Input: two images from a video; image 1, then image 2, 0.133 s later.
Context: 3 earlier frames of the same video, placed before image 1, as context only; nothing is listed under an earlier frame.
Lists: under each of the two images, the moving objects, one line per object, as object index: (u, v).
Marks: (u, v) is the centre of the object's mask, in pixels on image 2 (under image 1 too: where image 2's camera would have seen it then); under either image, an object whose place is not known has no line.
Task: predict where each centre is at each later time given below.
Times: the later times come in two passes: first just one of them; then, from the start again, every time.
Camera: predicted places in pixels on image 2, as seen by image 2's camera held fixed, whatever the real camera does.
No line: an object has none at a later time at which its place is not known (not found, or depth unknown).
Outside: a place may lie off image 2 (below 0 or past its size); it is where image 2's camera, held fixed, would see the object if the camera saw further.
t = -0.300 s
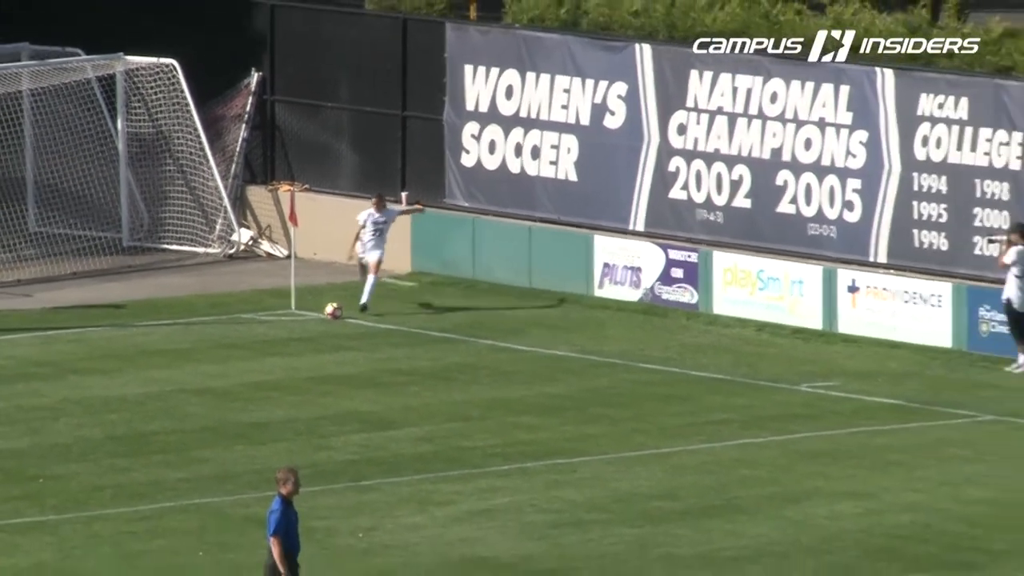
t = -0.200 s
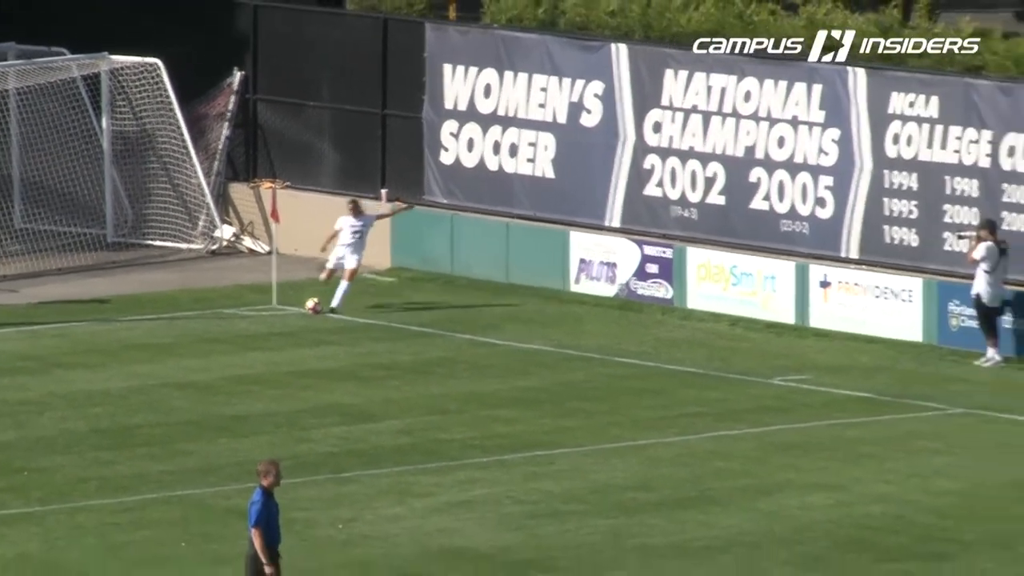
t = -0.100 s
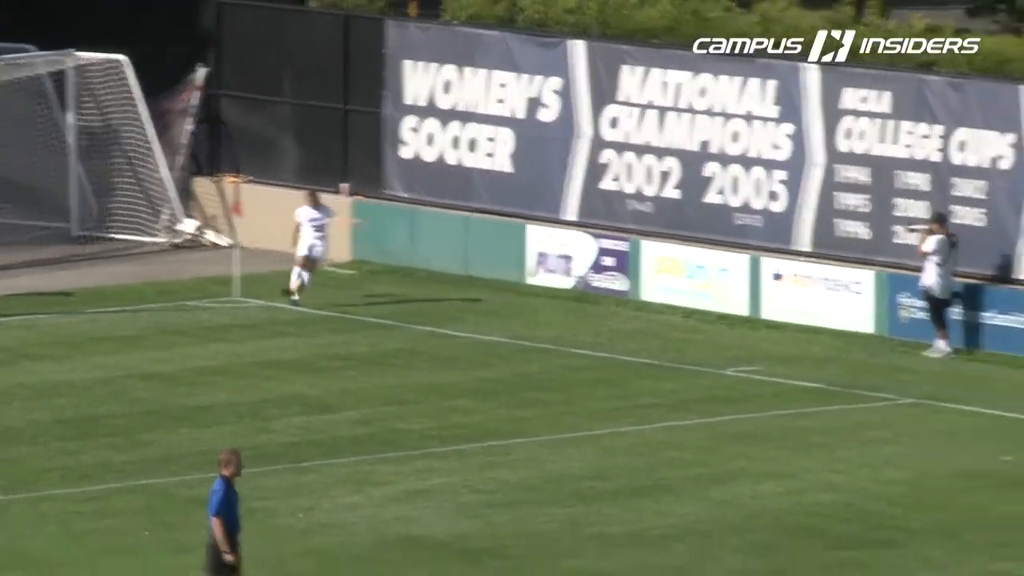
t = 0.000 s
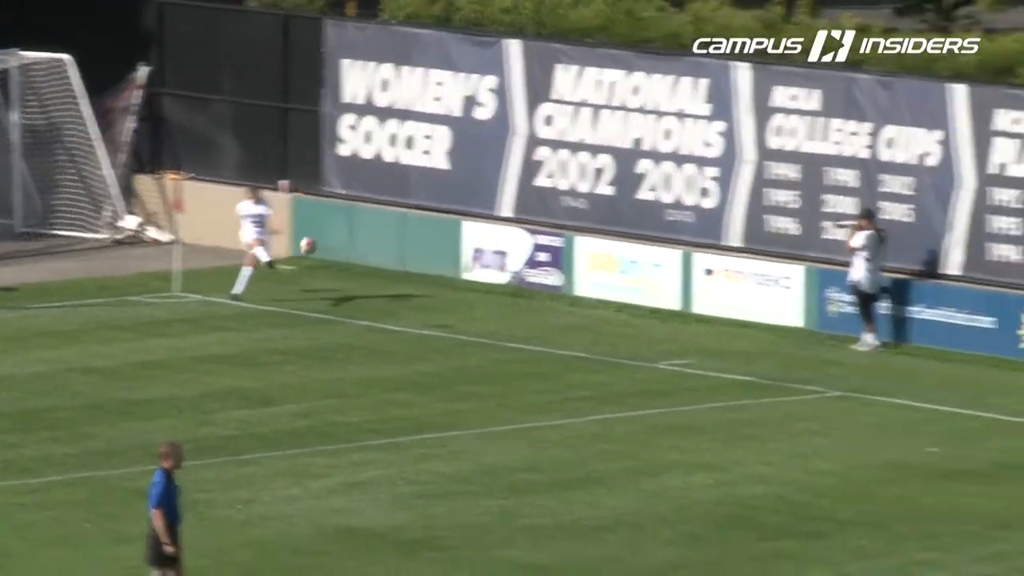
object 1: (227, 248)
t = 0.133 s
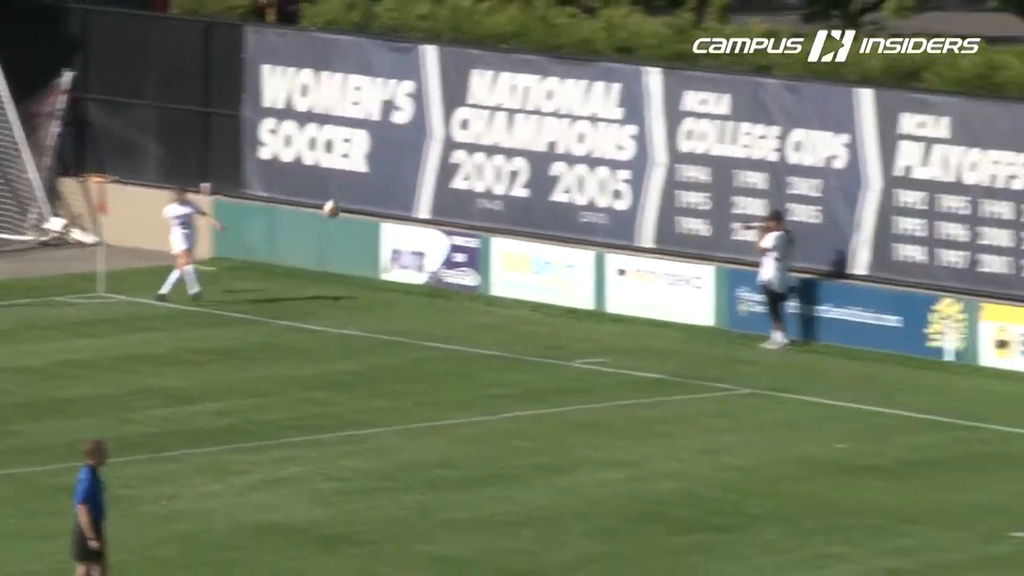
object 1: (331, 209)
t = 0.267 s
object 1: (444, 182)
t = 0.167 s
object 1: (358, 202)
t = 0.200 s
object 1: (385, 194)
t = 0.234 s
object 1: (415, 189)
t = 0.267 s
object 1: (444, 182)
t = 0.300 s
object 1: (474, 177)
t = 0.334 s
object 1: (504, 173)
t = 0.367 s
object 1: (533, 169)
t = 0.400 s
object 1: (563, 166)
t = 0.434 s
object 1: (595, 164)
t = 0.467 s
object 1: (628, 162)
